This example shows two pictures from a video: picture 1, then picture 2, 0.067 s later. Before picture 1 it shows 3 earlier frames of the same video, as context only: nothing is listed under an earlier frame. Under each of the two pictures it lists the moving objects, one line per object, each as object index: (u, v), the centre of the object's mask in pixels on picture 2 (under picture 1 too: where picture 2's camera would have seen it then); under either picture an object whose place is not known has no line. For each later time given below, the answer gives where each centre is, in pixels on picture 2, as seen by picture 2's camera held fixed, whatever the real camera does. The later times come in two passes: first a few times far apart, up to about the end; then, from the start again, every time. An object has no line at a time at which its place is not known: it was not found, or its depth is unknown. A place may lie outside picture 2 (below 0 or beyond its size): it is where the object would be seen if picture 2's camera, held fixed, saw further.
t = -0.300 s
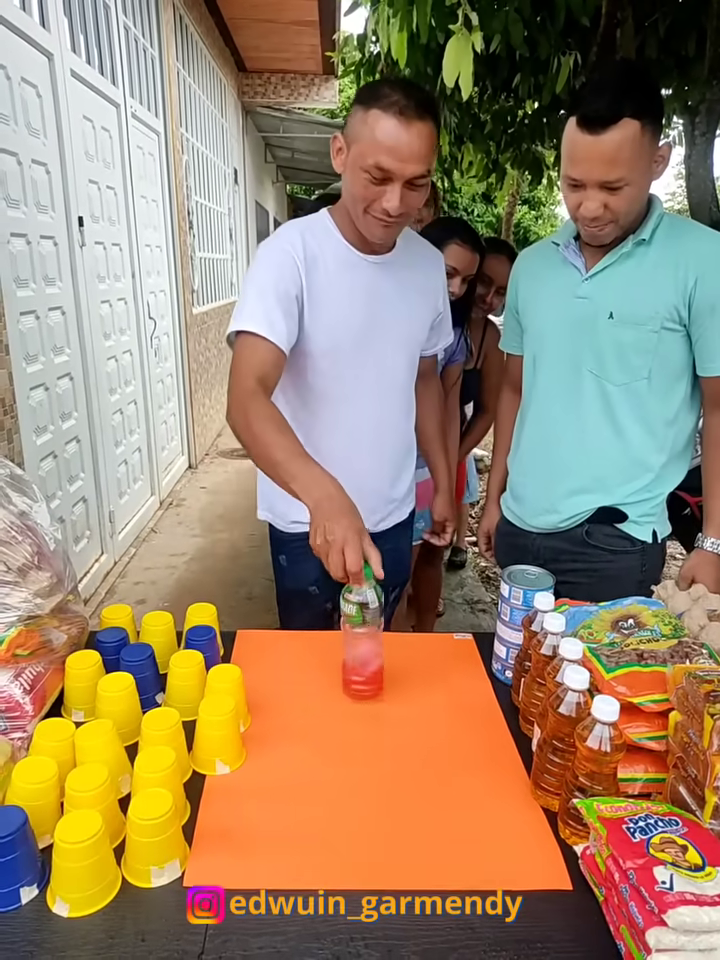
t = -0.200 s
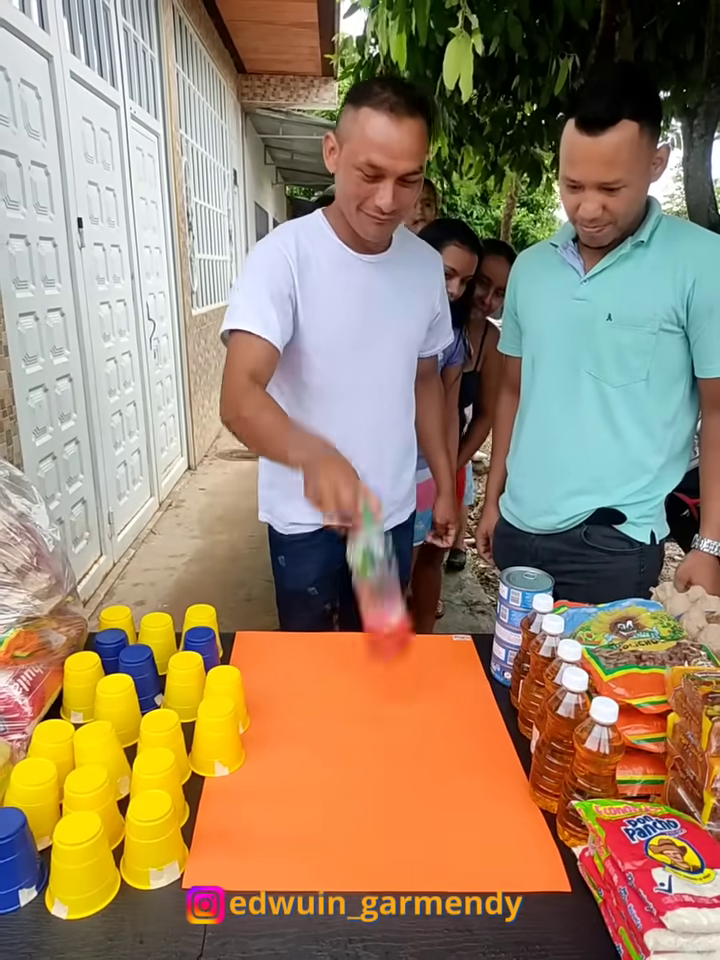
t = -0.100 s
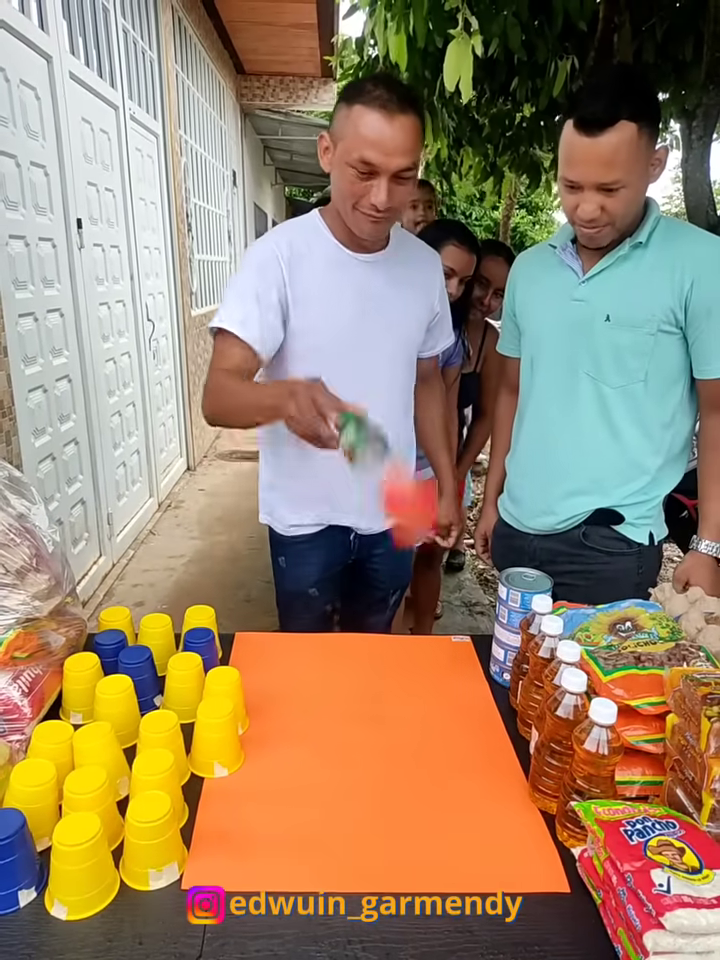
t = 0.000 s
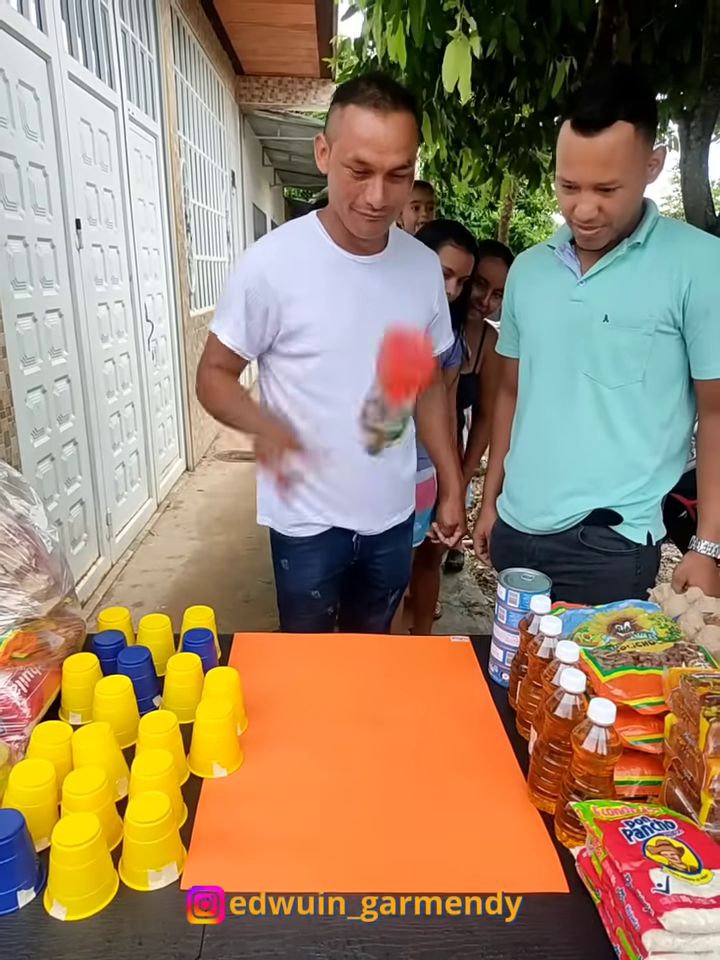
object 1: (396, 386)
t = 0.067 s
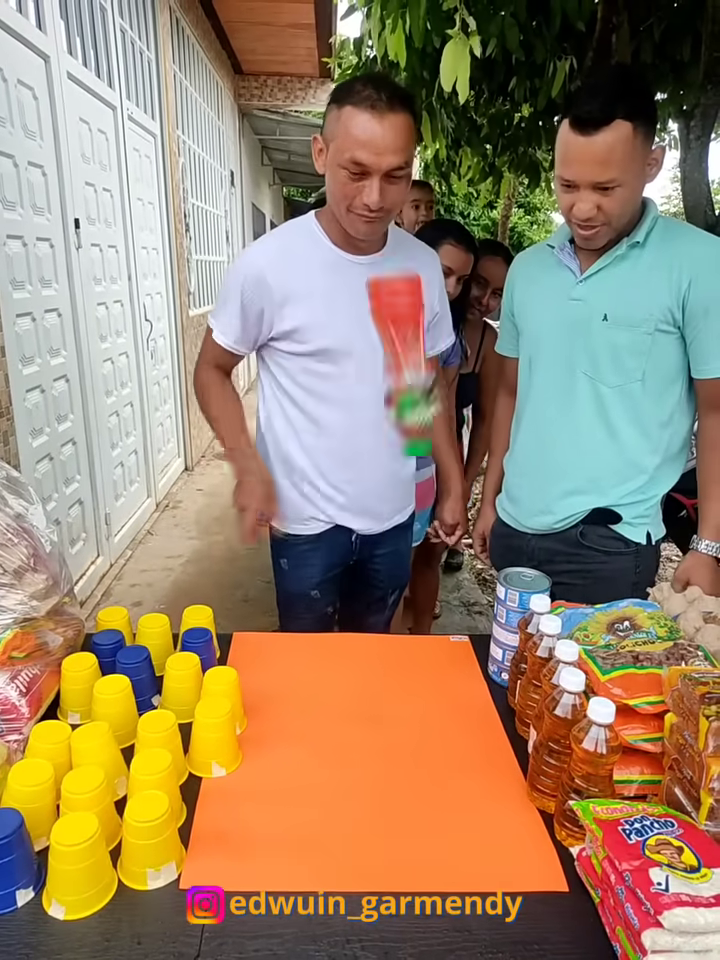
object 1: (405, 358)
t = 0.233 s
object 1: (412, 363)
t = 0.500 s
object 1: (383, 706)
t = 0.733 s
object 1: (381, 753)
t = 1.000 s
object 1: (396, 860)
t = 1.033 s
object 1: (400, 862)
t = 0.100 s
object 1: (410, 347)
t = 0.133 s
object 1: (413, 338)
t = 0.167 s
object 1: (415, 339)
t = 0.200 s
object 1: (414, 346)
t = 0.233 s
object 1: (412, 363)
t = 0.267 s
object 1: (407, 391)
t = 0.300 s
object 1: (405, 428)
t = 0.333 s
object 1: (413, 468)
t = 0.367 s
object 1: (403, 523)
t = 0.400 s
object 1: (392, 581)
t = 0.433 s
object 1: (387, 645)
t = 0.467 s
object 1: (383, 707)
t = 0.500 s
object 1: (383, 706)
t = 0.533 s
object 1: (380, 707)
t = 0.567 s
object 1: (379, 710)
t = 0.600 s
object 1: (380, 714)
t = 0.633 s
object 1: (381, 720)
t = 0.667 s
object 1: (382, 729)
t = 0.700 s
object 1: (382, 740)
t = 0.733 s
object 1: (381, 753)
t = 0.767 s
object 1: (378, 768)
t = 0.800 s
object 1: (379, 787)
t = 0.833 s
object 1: (385, 806)
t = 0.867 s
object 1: (382, 837)
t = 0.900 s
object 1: (383, 849)
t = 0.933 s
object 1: (388, 853)
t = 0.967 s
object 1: (392, 858)
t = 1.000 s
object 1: (396, 860)
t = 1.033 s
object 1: (400, 862)
